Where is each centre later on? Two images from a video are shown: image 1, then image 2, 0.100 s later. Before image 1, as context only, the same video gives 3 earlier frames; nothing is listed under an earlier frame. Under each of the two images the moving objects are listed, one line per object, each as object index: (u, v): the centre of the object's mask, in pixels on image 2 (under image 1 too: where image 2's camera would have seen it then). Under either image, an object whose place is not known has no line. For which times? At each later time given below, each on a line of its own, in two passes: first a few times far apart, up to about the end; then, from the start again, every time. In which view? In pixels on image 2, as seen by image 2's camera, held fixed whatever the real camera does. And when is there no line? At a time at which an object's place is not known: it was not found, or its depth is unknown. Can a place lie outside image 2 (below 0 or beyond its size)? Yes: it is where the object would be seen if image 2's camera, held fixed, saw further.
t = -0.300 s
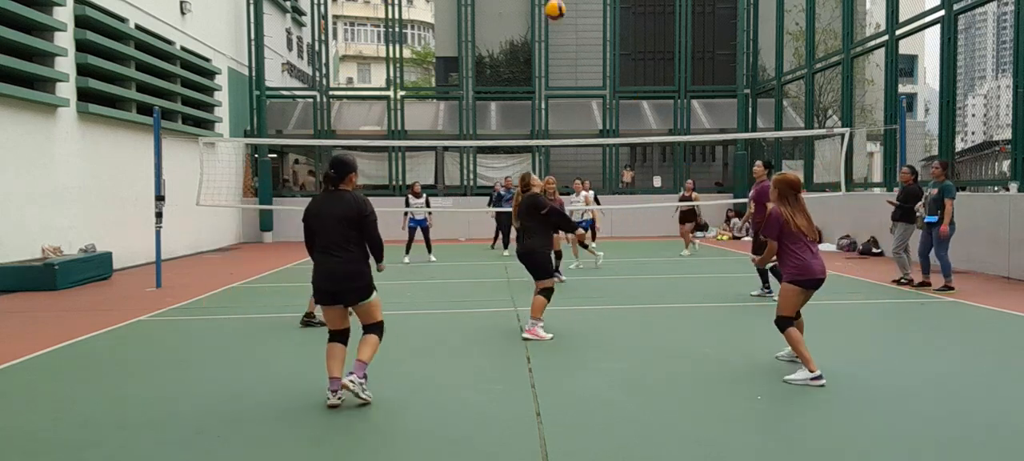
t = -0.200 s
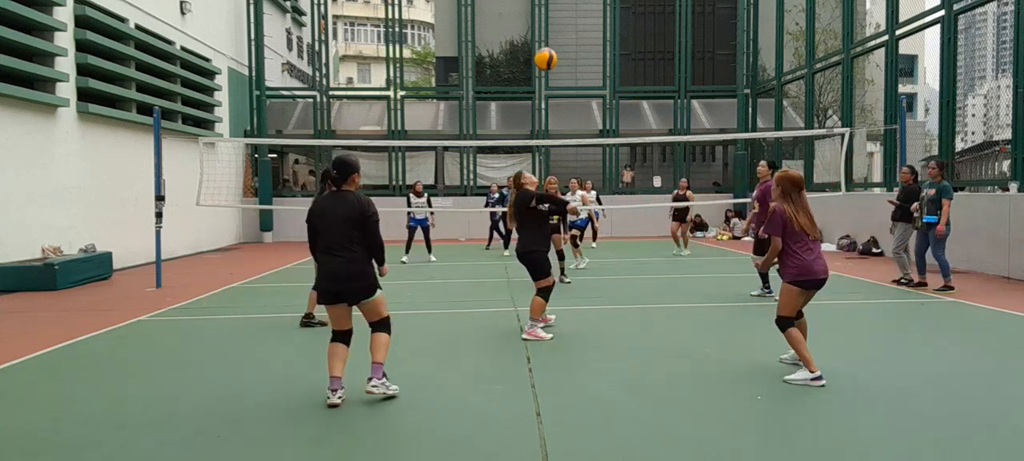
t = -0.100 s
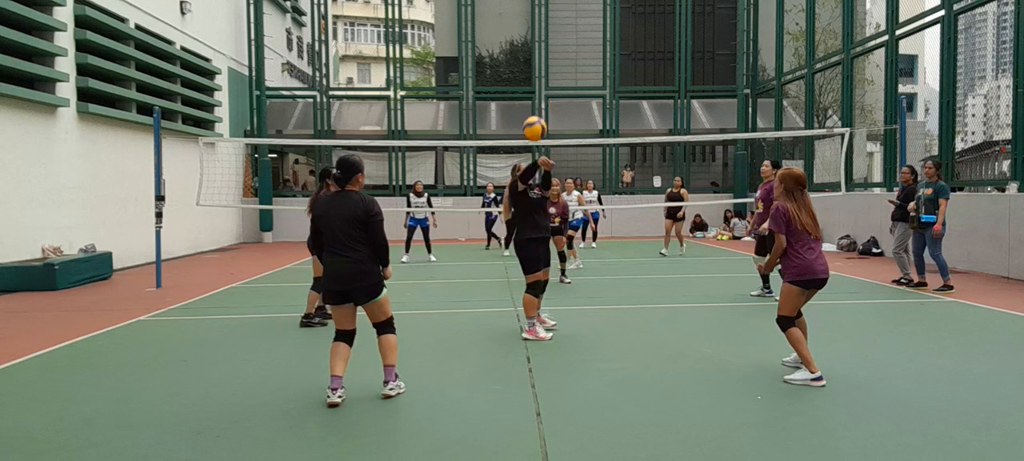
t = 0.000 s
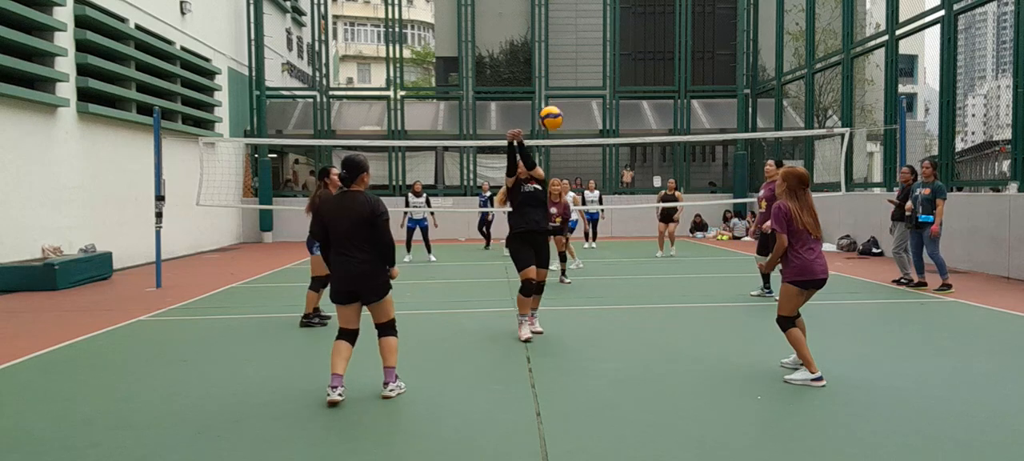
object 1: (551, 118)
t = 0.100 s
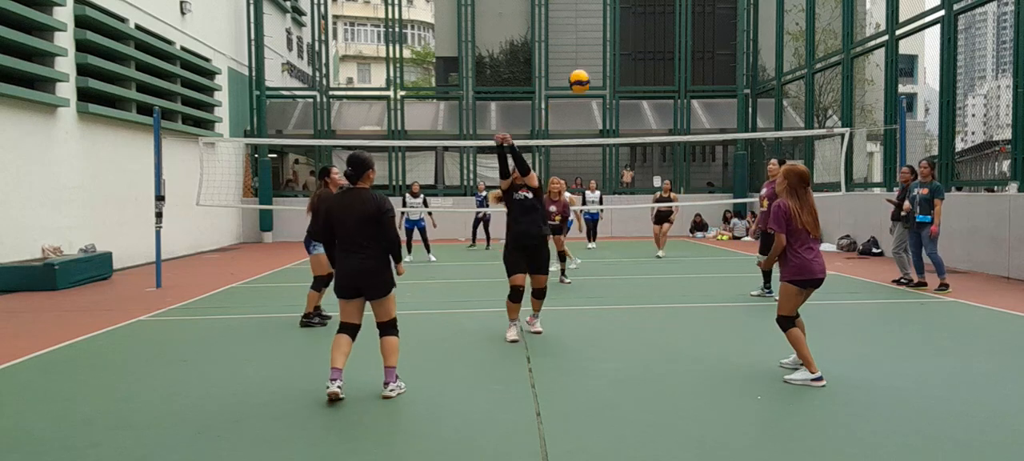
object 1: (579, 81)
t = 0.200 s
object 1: (605, 57)
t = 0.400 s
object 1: (652, 43)
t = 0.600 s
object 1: (693, 66)
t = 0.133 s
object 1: (587, 72)
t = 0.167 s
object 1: (596, 64)
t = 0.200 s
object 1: (605, 57)
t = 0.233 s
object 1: (613, 52)
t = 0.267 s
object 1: (622, 47)
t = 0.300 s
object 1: (629, 44)
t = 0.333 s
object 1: (637, 43)
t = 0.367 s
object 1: (645, 42)
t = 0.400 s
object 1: (652, 43)
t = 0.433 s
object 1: (659, 44)
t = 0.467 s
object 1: (666, 47)
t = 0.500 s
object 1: (673, 50)
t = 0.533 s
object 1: (680, 55)
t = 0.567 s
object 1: (687, 60)
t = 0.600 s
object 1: (693, 66)
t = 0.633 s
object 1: (699, 74)
